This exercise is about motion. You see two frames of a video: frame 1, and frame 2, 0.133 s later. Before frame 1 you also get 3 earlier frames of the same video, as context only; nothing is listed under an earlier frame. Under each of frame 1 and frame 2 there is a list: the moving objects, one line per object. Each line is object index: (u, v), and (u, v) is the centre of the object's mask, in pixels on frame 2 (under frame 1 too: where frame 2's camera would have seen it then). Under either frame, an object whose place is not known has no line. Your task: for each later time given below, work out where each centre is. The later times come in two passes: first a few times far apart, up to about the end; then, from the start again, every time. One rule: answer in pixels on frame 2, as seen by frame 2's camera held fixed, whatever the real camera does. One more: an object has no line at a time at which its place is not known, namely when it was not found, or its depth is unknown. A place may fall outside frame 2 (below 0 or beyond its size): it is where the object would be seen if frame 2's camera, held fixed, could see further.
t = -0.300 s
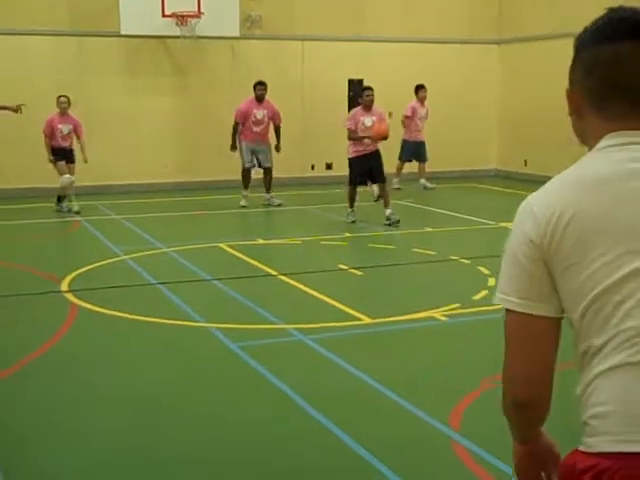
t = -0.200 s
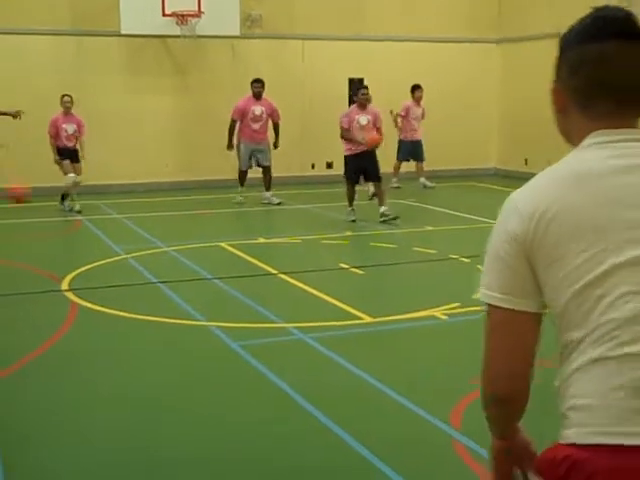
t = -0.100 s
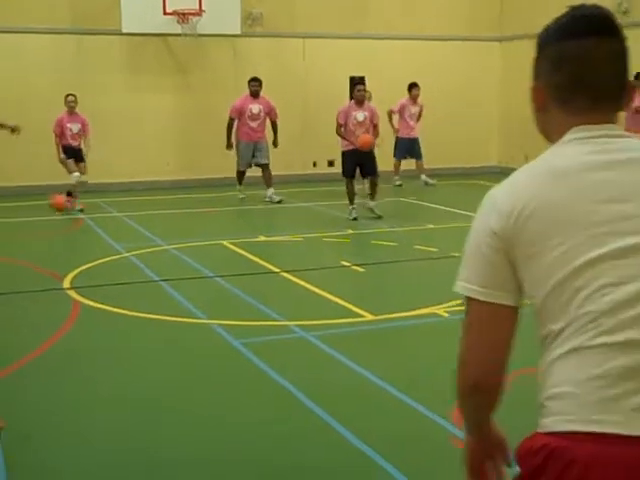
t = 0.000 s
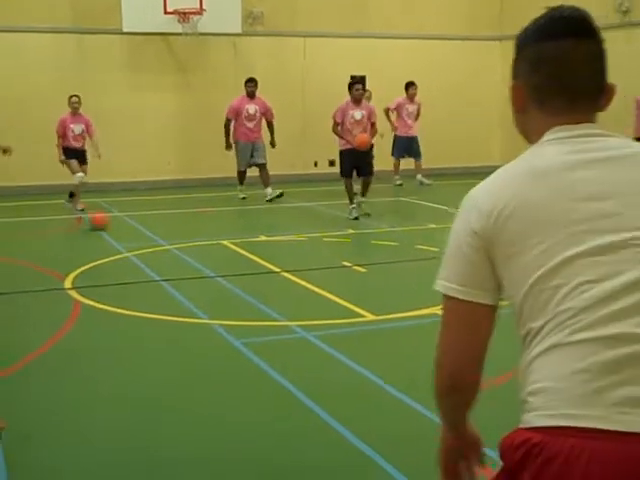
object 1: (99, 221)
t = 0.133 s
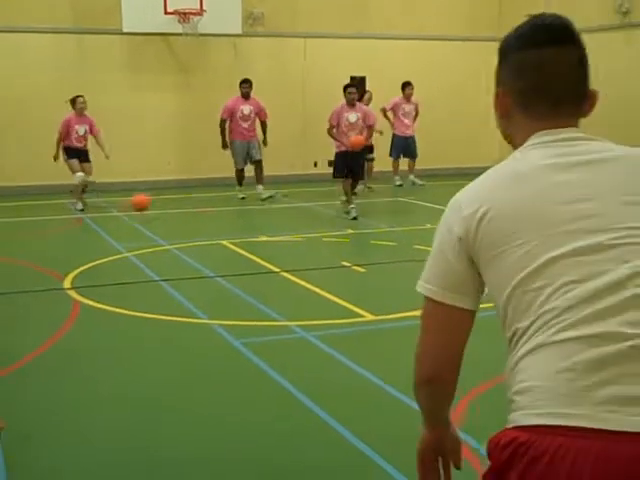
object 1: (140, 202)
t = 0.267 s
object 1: (179, 198)
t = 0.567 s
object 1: (261, 200)
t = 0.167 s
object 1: (151, 199)
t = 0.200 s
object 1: (160, 199)
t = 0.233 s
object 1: (170, 198)
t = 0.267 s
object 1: (179, 198)
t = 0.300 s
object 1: (190, 199)
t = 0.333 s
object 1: (199, 201)
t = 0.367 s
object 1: (209, 204)
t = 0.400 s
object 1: (217, 208)
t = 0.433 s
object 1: (227, 211)
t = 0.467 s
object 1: (236, 207)
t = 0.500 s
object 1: (245, 203)
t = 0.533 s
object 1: (253, 202)
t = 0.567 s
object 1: (261, 200)
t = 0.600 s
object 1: (270, 200)
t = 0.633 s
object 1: (278, 200)
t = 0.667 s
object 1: (286, 202)
